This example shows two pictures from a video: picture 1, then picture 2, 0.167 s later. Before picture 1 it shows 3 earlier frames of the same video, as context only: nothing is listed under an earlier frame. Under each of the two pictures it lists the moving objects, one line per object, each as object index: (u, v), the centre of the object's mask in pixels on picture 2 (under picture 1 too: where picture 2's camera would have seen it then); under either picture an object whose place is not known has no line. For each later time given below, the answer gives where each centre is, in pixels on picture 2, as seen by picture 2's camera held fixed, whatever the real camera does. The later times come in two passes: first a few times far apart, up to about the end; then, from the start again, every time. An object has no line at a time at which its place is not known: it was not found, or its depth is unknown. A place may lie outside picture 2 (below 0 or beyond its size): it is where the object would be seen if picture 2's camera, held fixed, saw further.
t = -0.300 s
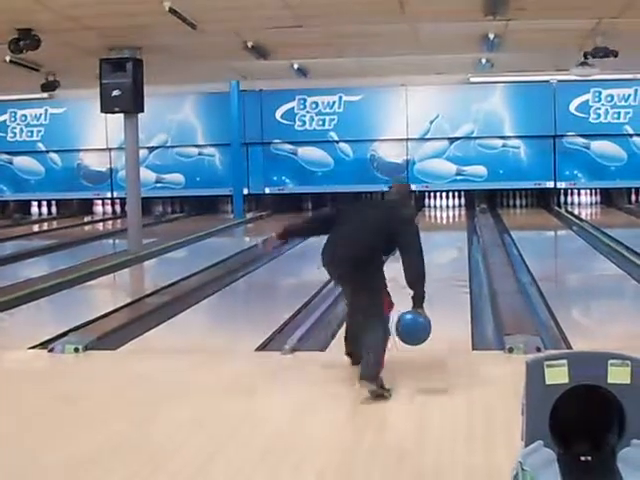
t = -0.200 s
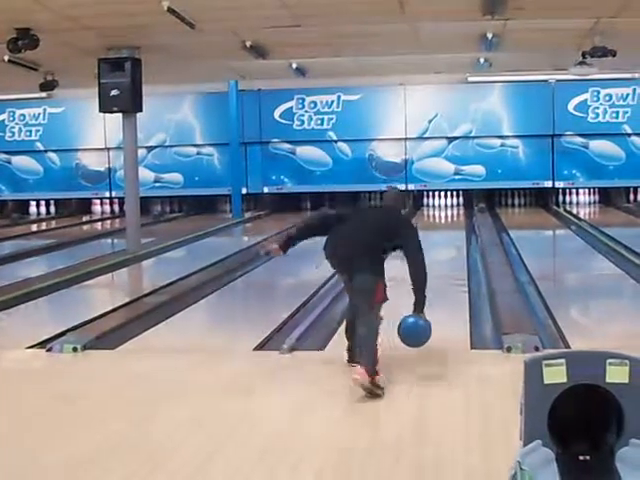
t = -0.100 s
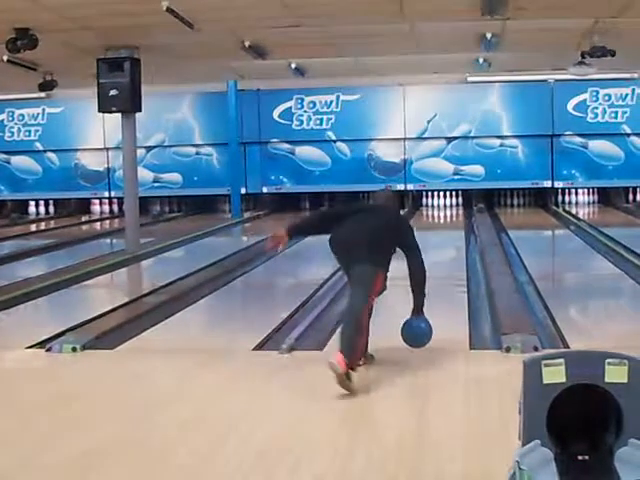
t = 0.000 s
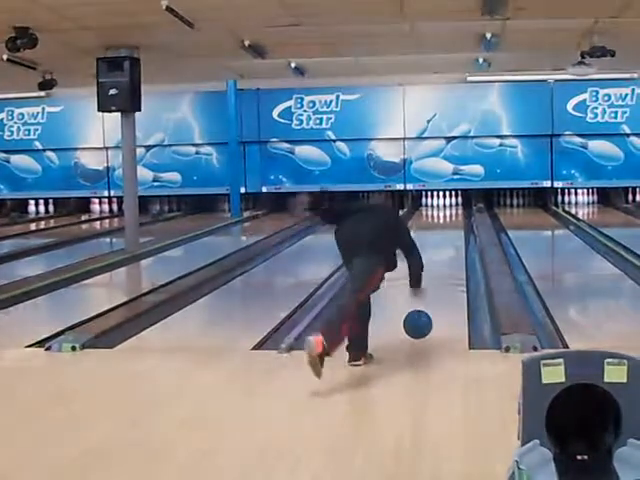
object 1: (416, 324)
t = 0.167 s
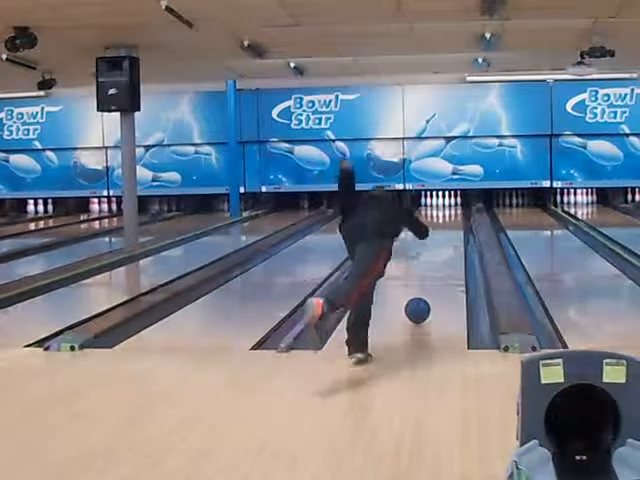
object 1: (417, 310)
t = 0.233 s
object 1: (418, 302)
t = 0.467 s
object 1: (418, 282)
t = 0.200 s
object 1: (417, 306)
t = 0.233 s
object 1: (418, 302)
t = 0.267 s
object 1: (418, 299)
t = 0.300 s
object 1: (417, 296)
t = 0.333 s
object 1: (418, 293)
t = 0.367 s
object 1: (418, 290)
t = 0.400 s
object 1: (418, 287)
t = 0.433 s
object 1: (418, 285)
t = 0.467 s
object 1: (418, 282)
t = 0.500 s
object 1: (418, 280)
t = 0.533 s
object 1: (418, 277)
